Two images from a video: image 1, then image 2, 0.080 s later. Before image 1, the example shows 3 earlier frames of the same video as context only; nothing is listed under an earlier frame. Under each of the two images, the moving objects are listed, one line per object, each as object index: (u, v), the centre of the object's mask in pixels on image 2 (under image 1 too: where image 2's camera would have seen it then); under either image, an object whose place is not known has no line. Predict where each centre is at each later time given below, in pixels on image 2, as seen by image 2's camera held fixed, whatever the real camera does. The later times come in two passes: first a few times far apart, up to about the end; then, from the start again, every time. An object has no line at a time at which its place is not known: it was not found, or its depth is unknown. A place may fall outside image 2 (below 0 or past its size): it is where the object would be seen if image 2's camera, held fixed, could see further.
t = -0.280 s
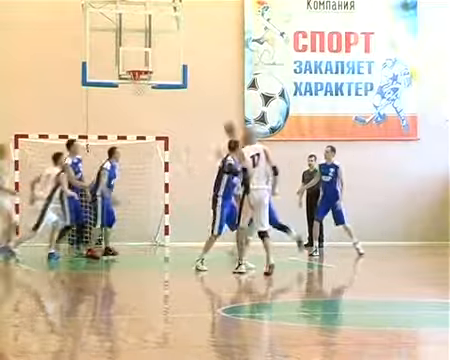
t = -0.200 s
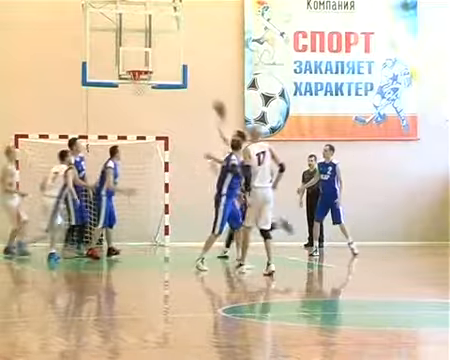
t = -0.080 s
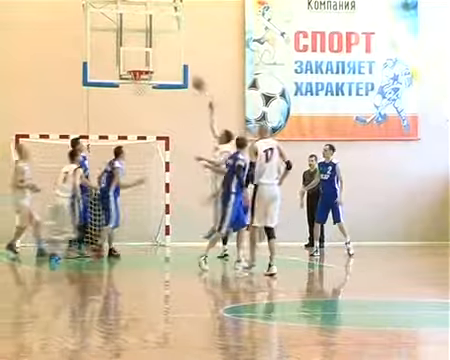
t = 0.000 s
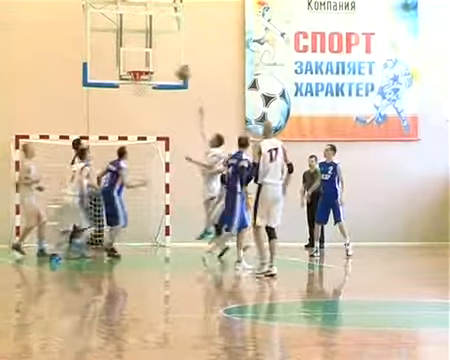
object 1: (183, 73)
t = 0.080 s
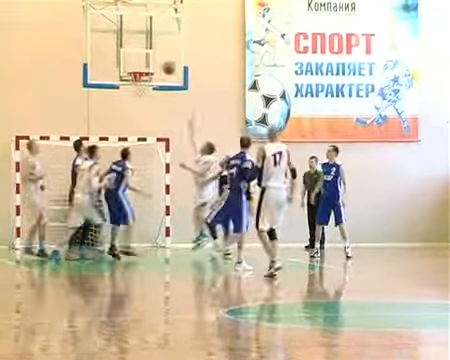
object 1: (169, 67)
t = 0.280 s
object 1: (155, 64)
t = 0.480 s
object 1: (157, 63)
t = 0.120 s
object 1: (165, 65)
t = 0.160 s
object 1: (162, 64)
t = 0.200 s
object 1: (159, 65)
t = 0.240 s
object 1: (156, 65)
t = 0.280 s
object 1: (155, 64)
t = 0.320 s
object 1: (156, 62)
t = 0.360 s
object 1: (157, 61)
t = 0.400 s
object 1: (157, 61)
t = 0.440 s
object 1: (157, 61)
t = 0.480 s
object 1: (157, 63)
